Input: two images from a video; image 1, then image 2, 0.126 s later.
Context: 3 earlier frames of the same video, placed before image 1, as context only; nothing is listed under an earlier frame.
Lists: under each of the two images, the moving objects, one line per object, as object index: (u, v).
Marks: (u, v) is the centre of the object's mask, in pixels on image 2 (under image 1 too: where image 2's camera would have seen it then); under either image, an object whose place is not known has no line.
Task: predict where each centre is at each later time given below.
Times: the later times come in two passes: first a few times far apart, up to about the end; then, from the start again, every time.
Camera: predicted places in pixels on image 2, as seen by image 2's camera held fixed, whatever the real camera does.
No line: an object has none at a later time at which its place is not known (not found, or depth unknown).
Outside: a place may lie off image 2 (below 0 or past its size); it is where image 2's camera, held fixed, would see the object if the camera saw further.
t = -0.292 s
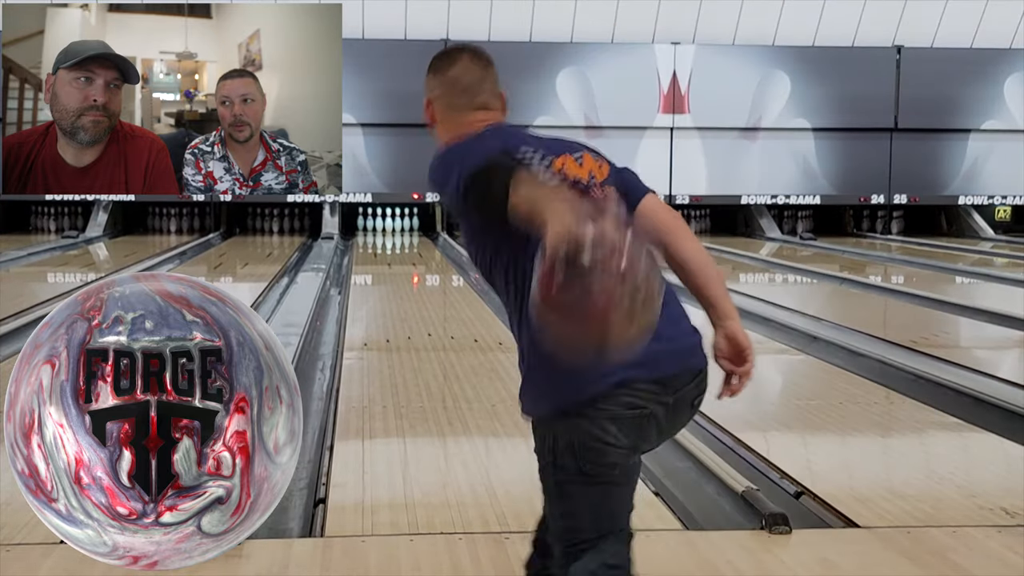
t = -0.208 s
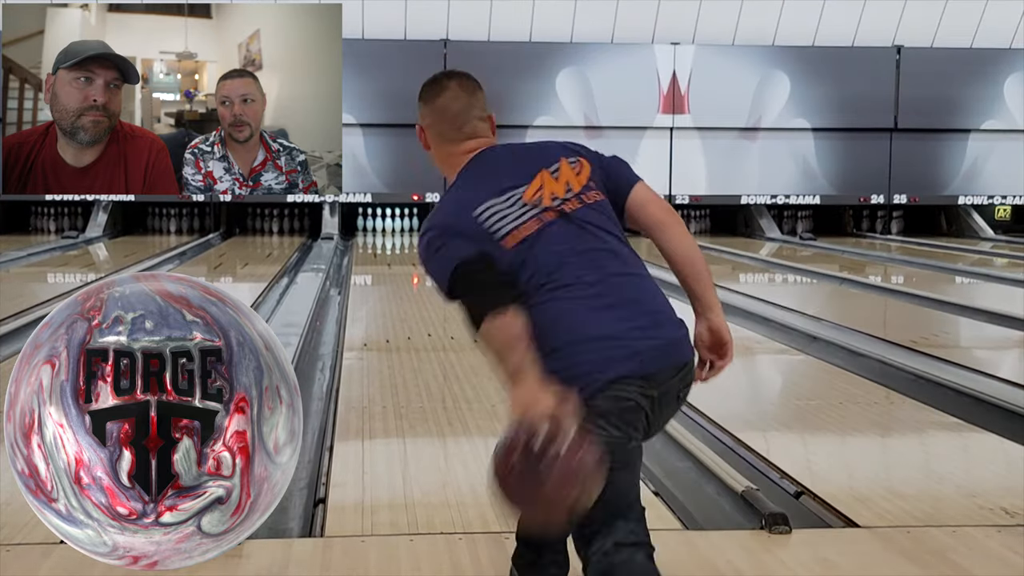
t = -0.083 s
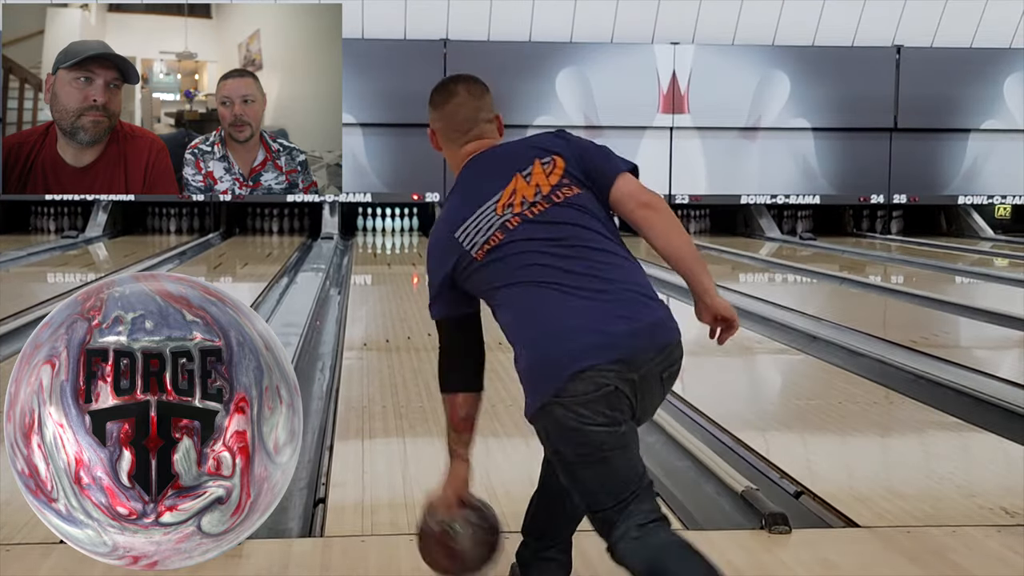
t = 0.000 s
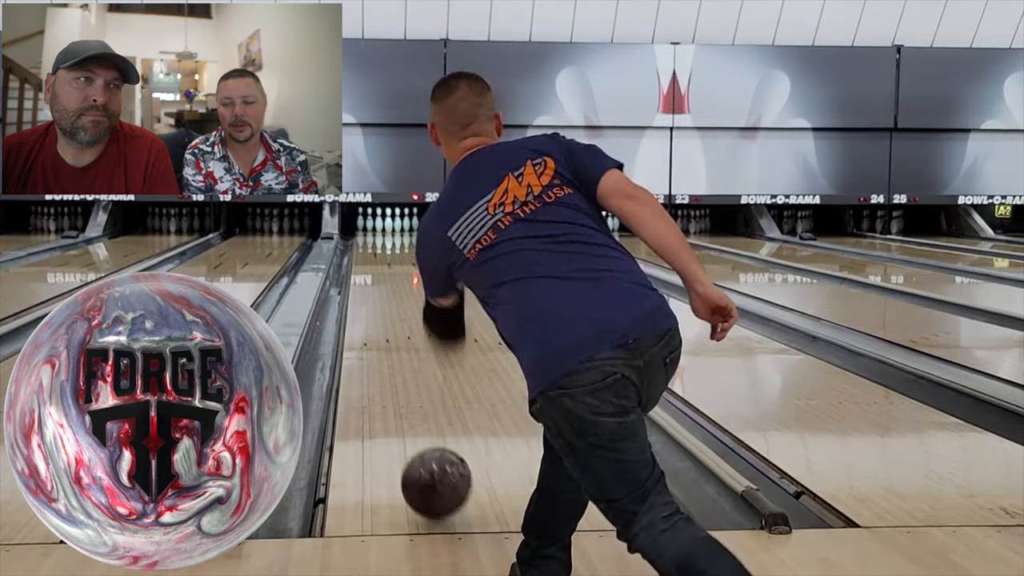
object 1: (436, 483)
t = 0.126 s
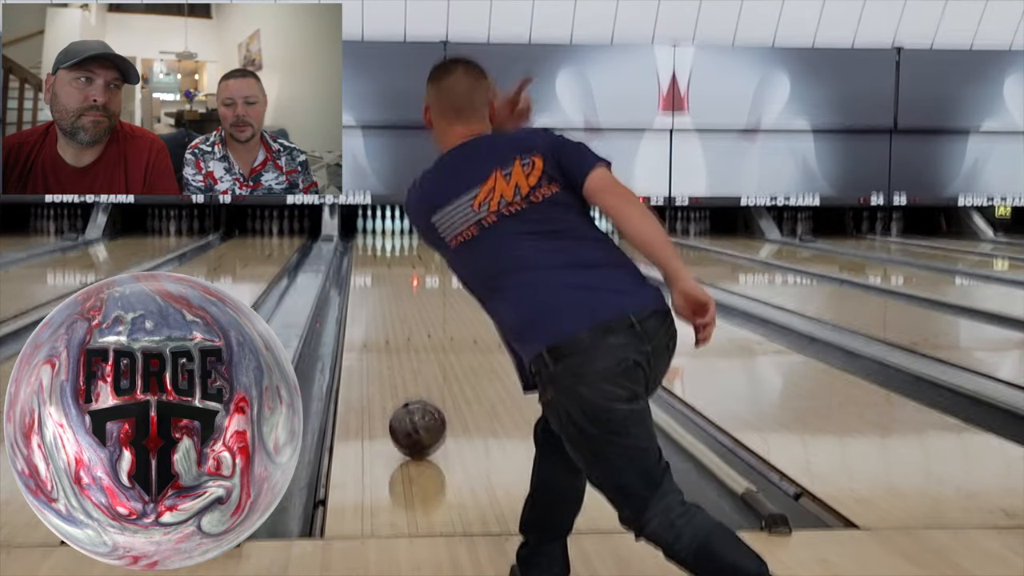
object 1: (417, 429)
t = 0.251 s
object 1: (404, 382)
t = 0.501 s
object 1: (390, 331)
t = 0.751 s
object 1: (381, 298)
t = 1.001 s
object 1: (376, 276)
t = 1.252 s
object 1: (373, 262)
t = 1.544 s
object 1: (371, 249)
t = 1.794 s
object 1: (371, 240)
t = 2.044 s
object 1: (374, 234)
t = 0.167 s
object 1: (411, 406)
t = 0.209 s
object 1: (408, 394)
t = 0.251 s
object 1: (404, 382)
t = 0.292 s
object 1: (401, 372)
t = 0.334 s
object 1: (398, 359)
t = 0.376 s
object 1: (396, 352)
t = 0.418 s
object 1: (394, 346)
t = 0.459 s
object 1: (391, 336)
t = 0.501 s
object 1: (390, 331)
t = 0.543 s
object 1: (387, 323)
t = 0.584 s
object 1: (386, 318)
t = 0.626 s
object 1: (384, 311)
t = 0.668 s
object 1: (383, 307)
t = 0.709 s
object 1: (382, 301)
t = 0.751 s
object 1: (381, 298)
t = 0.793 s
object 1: (380, 294)
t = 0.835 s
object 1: (379, 289)
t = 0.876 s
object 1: (378, 287)
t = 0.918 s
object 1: (378, 282)
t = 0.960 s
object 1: (377, 279)
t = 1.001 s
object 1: (376, 276)
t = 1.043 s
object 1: (376, 273)
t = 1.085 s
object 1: (375, 270)
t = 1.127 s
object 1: (375, 268)
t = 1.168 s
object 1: (374, 267)
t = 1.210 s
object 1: (374, 264)
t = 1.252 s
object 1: (373, 262)
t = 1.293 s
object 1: (373, 259)
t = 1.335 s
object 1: (373, 258)
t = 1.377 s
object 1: (372, 255)
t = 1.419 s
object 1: (372, 254)
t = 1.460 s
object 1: (371, 252)
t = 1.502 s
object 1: (371, 250)
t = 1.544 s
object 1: (371, 249)
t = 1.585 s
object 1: (371, 246)
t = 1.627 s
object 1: (370, 246)
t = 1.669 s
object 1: (370, 245)
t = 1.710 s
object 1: (370, 243)
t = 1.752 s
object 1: (371, 241)
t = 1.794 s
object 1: (371, 240)
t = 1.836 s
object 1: (371, 239)
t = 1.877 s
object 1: (371, 238)
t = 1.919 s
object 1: (372, 237)
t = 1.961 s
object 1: (372, 236)
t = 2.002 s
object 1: (373, 235)
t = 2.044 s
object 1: (374, 234)
